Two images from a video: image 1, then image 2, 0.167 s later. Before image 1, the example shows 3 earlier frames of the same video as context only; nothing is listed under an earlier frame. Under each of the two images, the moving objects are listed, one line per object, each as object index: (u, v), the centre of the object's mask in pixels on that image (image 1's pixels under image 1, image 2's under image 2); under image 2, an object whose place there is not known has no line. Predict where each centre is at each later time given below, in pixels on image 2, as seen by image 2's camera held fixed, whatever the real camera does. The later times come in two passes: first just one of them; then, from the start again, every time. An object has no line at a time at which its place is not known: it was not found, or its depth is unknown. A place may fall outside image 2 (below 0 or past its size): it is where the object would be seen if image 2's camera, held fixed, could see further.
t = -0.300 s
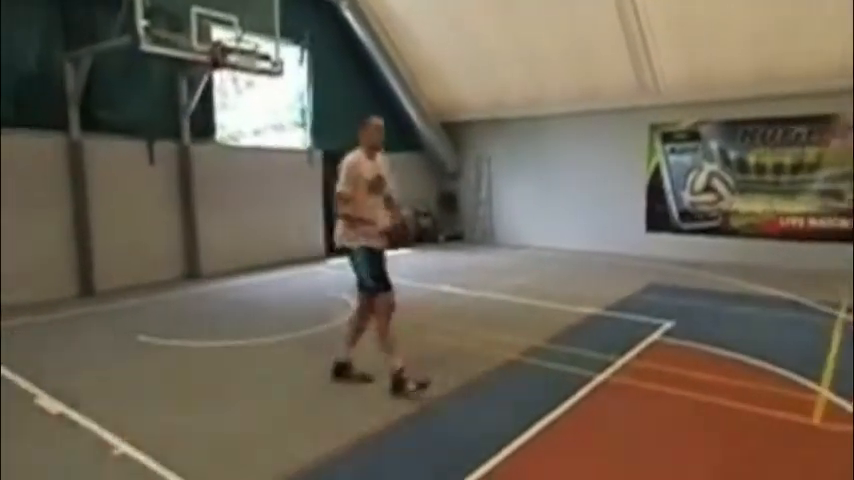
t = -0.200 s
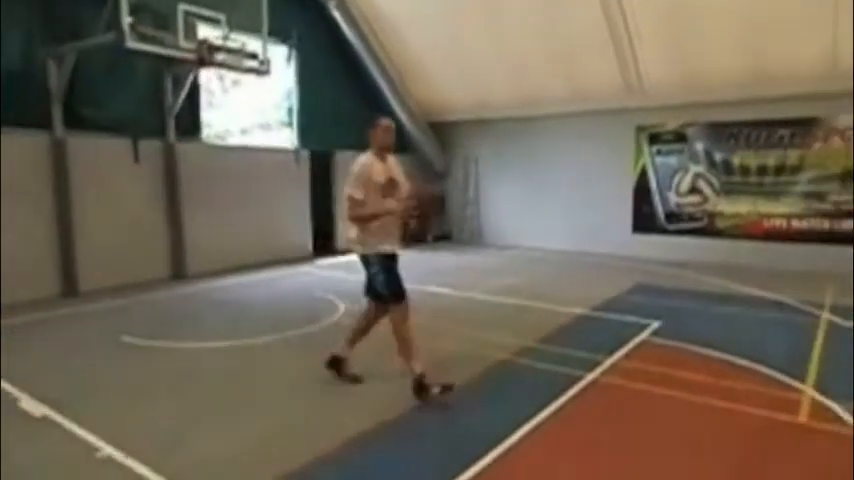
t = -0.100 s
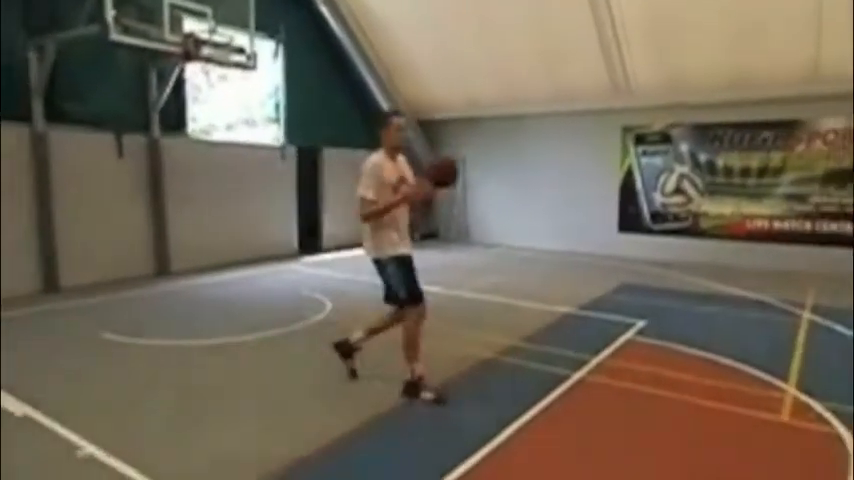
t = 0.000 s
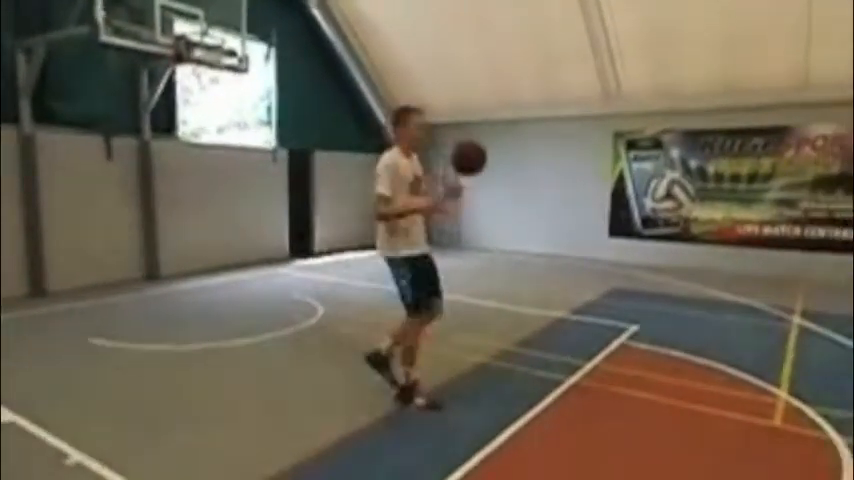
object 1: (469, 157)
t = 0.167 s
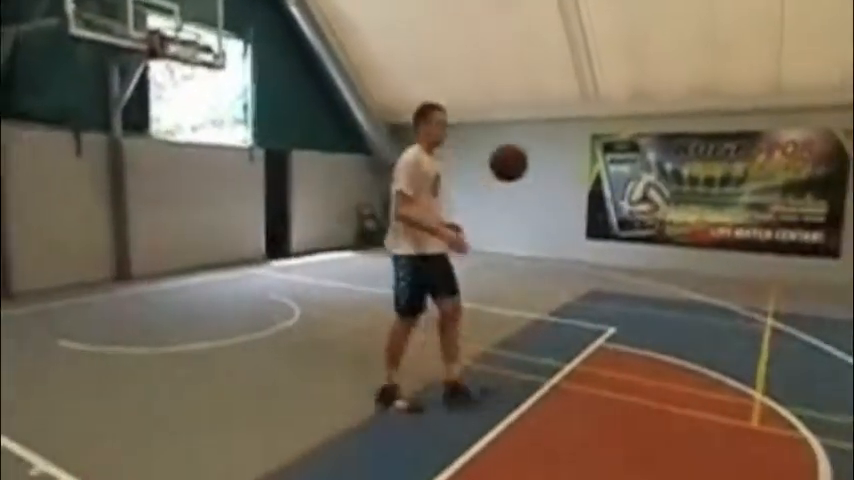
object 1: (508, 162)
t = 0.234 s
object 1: (528, 176)
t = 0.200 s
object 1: (519, 168)
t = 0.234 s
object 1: (528, 176)
